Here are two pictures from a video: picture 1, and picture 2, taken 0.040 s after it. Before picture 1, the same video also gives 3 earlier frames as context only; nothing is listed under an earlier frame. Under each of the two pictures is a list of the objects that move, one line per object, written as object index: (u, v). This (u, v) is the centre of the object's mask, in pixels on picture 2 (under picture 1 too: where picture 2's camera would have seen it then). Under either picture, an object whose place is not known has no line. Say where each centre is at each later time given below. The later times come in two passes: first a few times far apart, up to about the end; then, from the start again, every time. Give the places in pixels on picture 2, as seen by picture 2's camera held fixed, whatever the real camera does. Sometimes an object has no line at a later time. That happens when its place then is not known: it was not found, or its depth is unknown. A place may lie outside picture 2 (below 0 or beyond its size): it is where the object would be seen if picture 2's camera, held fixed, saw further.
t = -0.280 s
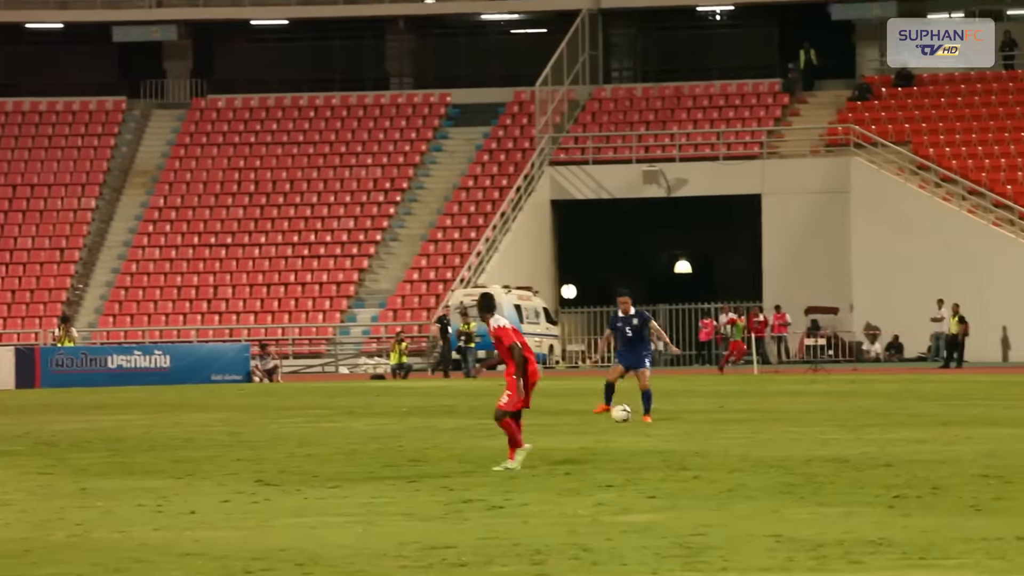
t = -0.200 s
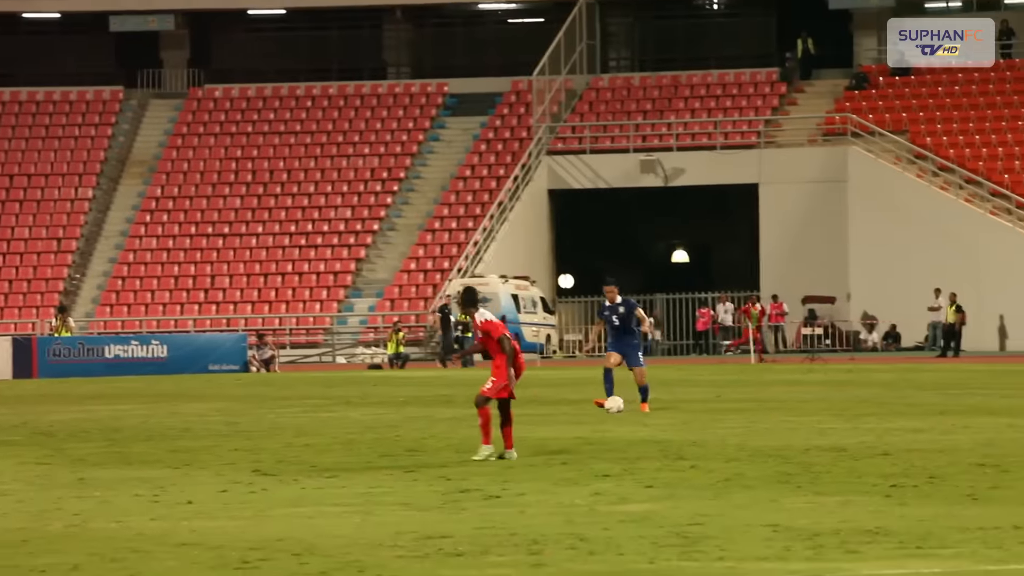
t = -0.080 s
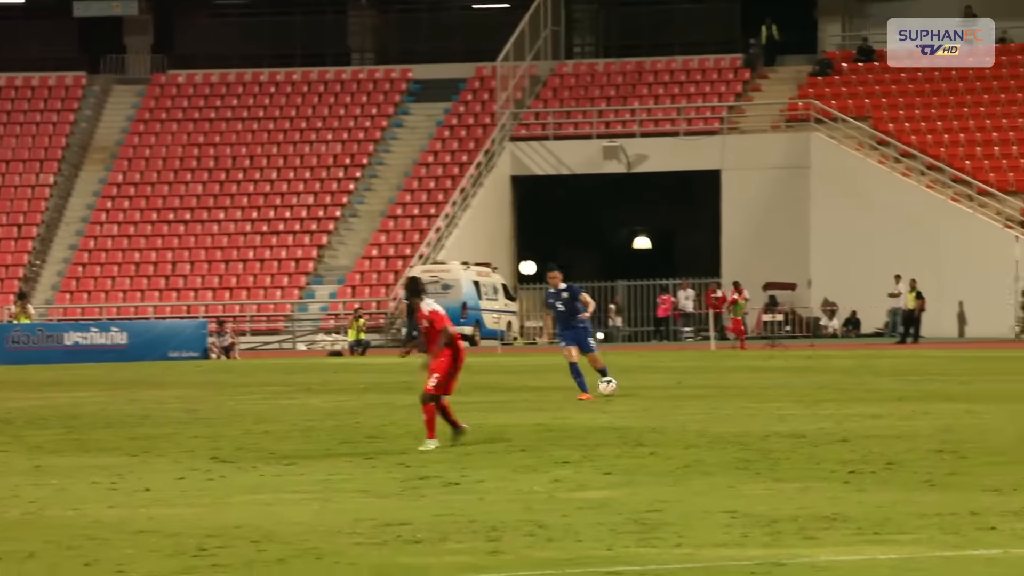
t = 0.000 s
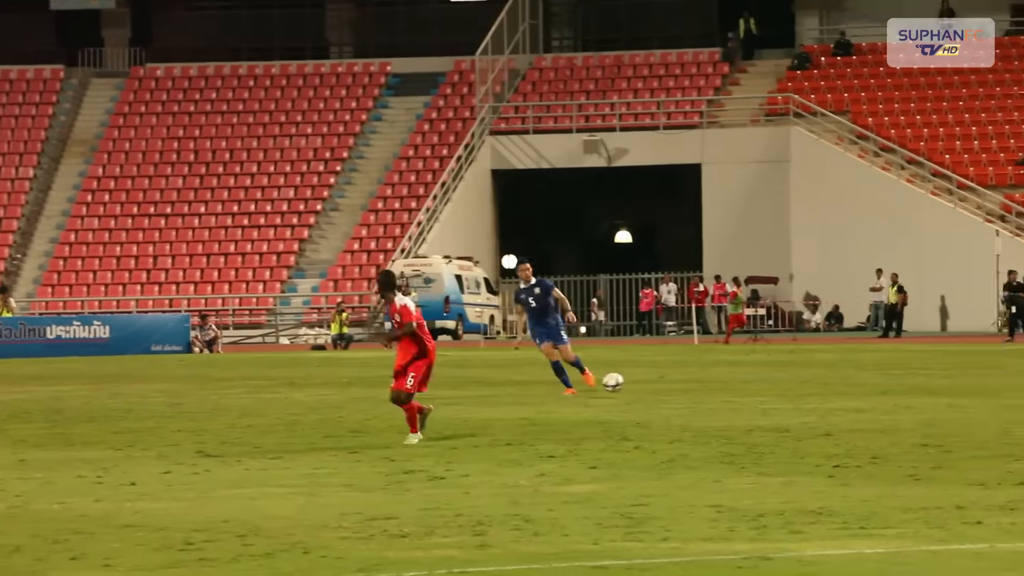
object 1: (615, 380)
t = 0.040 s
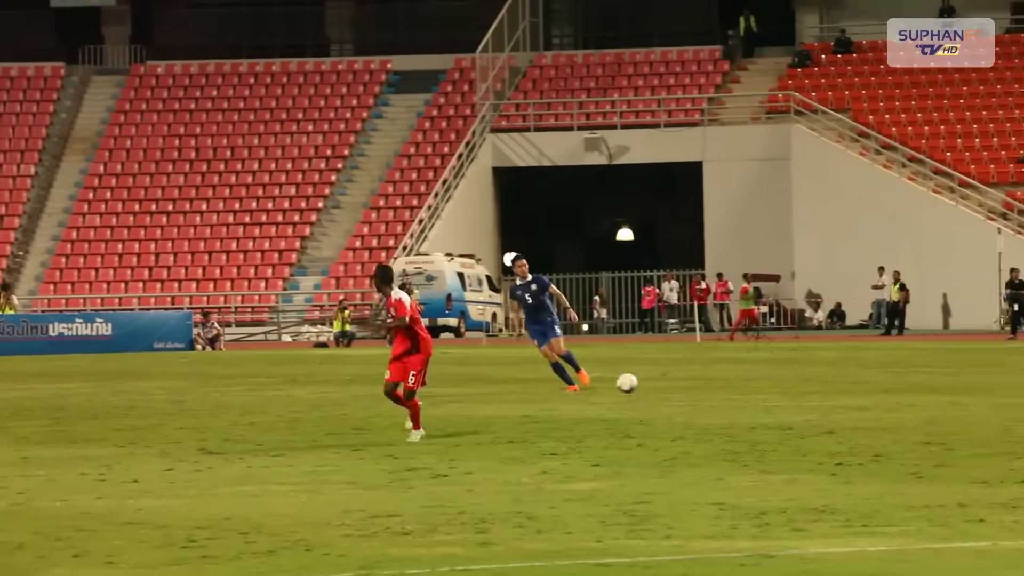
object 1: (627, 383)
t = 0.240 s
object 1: (683, 383)
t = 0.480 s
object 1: (750, 390)
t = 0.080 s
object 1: (639, 387)
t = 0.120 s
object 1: (650, 387)
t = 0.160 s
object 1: (660, 384)
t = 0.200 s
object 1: (671, 382)
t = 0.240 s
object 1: (683, 383)
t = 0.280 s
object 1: (694, 385)
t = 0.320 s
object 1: (706, 389)
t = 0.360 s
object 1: (716, 391)
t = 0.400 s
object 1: (727, 389)
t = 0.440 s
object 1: (738, 389)
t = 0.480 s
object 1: (750, 390)
